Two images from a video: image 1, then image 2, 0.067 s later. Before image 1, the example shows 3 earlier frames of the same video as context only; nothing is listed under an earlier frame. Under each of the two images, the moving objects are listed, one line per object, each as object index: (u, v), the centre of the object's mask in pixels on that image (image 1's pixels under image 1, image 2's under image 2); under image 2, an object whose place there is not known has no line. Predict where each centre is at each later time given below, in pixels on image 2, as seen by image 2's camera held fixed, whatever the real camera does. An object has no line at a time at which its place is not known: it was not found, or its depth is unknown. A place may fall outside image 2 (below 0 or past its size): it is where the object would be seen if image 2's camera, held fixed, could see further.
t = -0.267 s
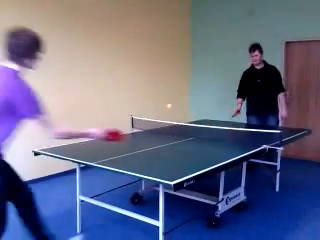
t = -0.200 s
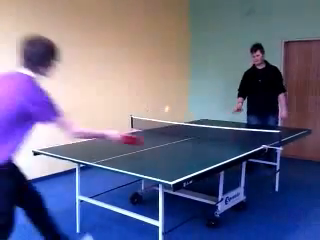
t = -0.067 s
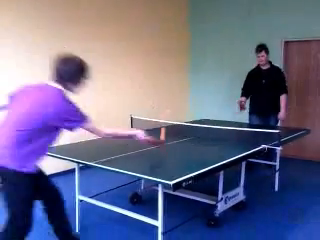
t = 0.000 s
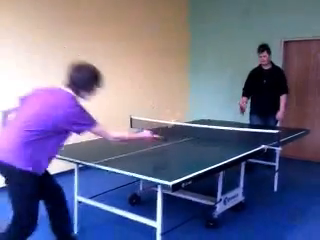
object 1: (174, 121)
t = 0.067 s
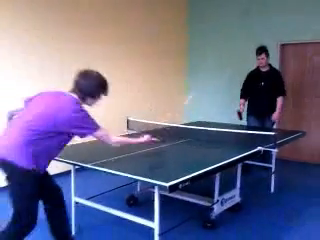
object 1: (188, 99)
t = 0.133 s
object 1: (202, 85)
